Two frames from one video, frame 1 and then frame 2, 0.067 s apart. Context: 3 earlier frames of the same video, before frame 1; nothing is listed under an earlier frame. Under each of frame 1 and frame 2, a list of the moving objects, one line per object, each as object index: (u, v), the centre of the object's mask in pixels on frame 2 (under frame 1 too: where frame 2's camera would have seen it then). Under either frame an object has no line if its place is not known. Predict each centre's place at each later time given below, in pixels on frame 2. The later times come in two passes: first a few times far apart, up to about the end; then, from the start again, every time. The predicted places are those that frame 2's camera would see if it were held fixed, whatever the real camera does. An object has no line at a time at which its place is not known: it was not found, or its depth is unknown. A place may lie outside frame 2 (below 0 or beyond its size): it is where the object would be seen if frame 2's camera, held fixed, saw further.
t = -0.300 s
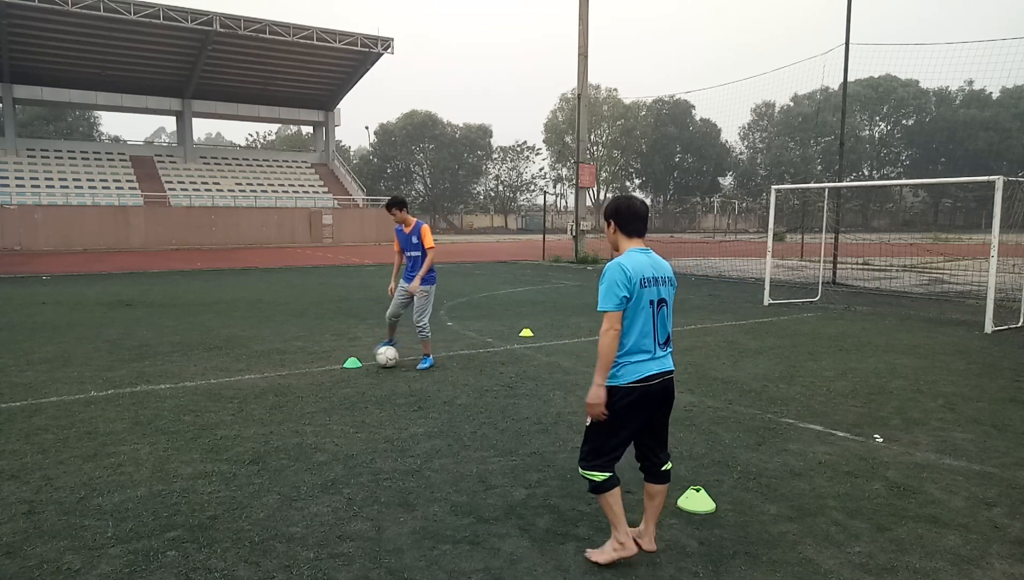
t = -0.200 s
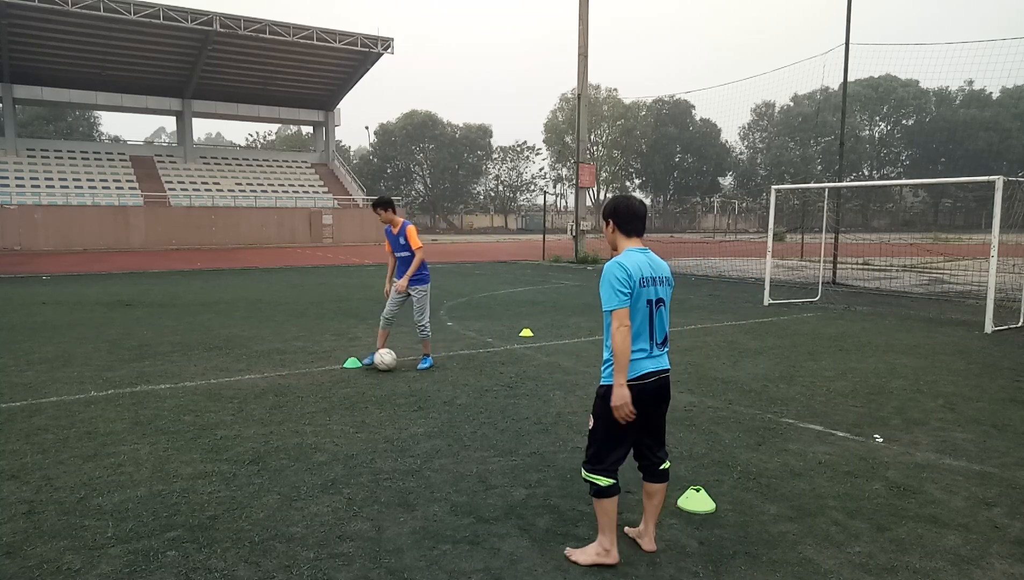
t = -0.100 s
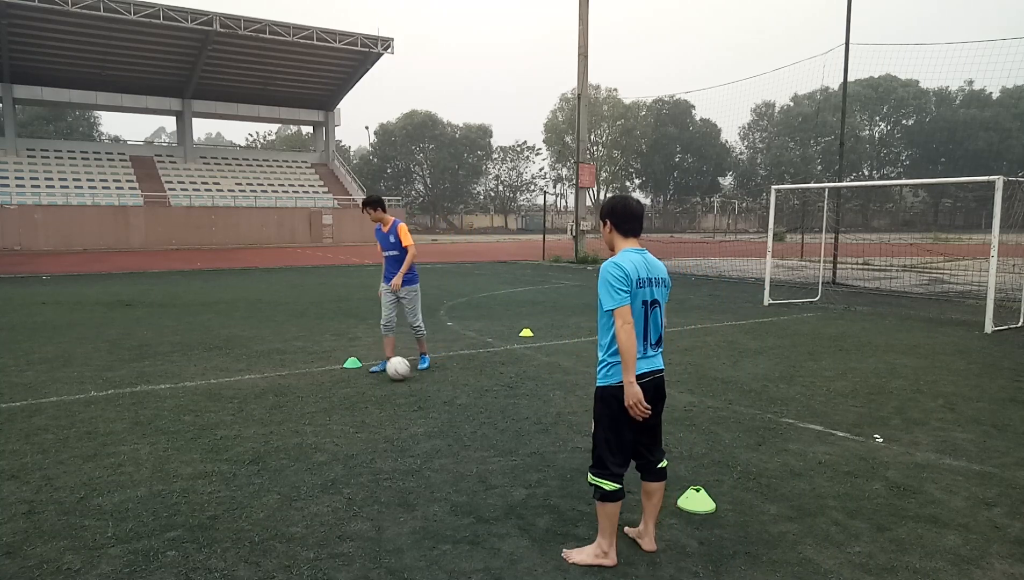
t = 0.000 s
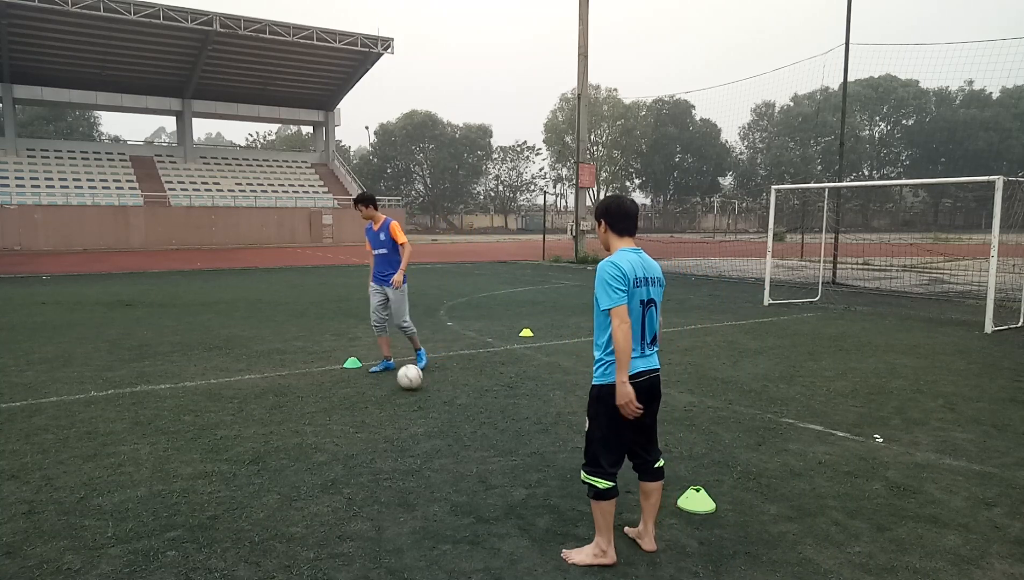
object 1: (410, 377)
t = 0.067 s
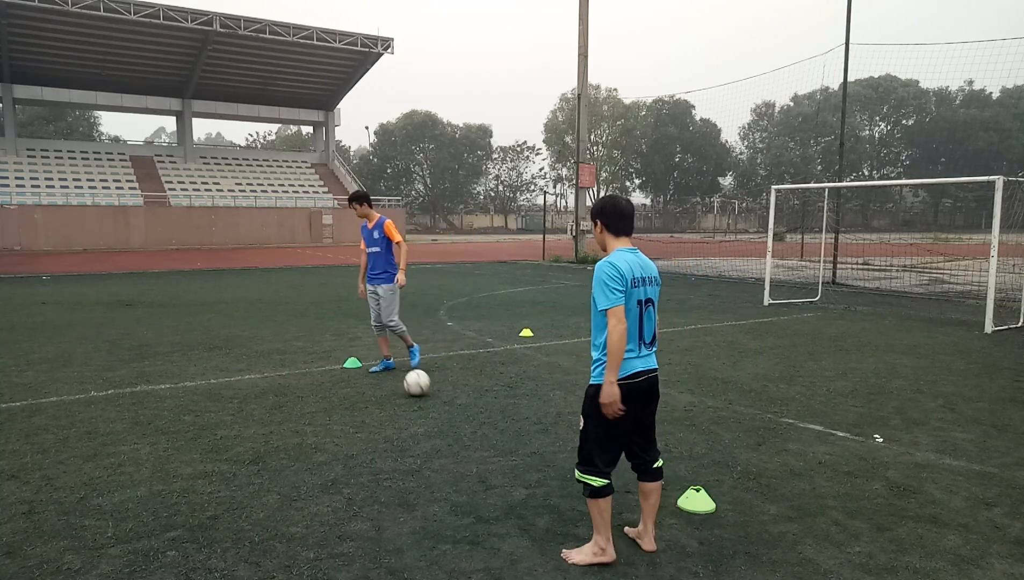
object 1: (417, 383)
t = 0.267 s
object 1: (436, 399)
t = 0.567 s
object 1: (472, 430)
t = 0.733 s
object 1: (497, 452)
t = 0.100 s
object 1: (420, 385)
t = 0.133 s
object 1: (423, 388)
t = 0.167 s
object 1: (426, 391)
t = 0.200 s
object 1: (430, 393)
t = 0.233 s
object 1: (433, 396)
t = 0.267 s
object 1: (436, 399)
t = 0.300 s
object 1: (440, 402)
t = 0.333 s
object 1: (443, 405)
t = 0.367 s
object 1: (447, 409)
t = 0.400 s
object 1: (451, 412)
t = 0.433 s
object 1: (455, 416)
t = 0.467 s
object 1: (459, 419)
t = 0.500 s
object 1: (463, 422)
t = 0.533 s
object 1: (467, 427)
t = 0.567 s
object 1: (472, 430)
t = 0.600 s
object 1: (476, 434)
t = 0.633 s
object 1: (481, 438)
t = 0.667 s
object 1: (486, 443)
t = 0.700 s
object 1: (491, 447)
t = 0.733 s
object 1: (497, 452)
